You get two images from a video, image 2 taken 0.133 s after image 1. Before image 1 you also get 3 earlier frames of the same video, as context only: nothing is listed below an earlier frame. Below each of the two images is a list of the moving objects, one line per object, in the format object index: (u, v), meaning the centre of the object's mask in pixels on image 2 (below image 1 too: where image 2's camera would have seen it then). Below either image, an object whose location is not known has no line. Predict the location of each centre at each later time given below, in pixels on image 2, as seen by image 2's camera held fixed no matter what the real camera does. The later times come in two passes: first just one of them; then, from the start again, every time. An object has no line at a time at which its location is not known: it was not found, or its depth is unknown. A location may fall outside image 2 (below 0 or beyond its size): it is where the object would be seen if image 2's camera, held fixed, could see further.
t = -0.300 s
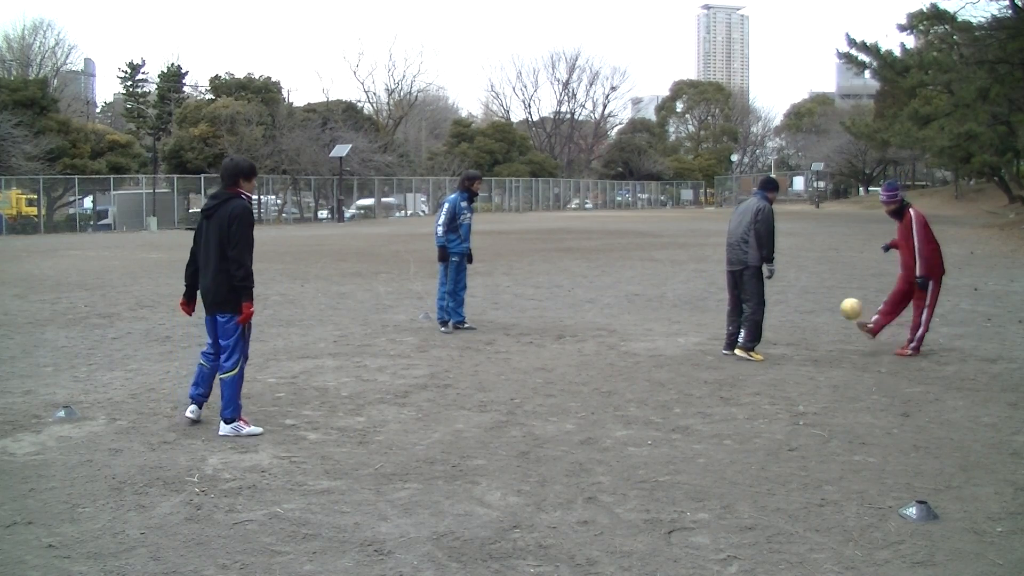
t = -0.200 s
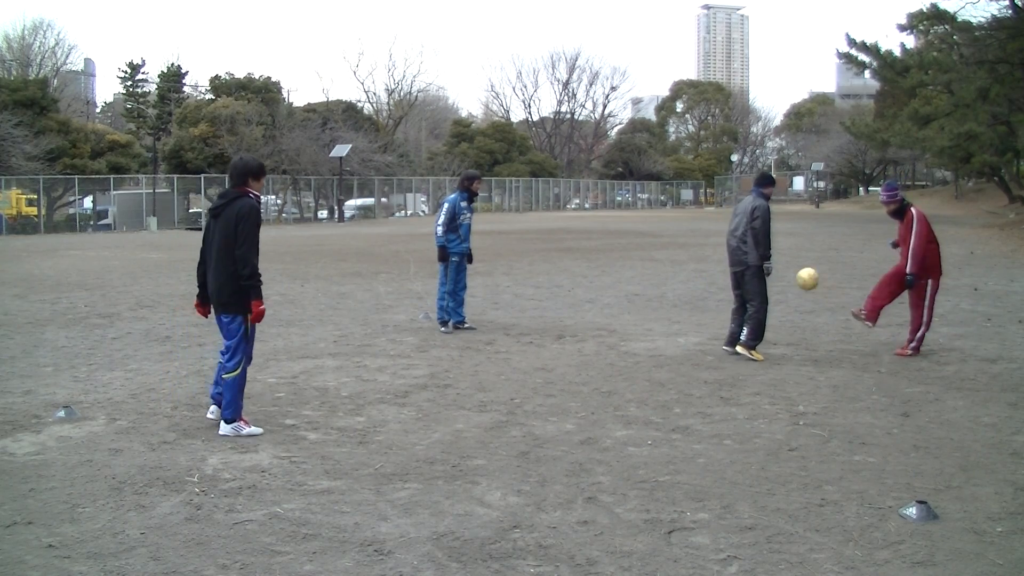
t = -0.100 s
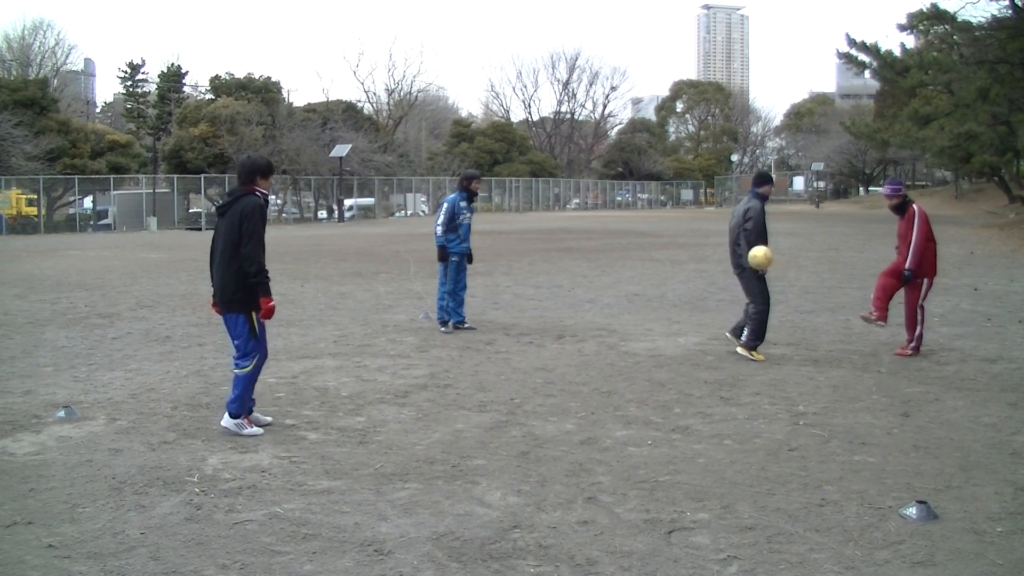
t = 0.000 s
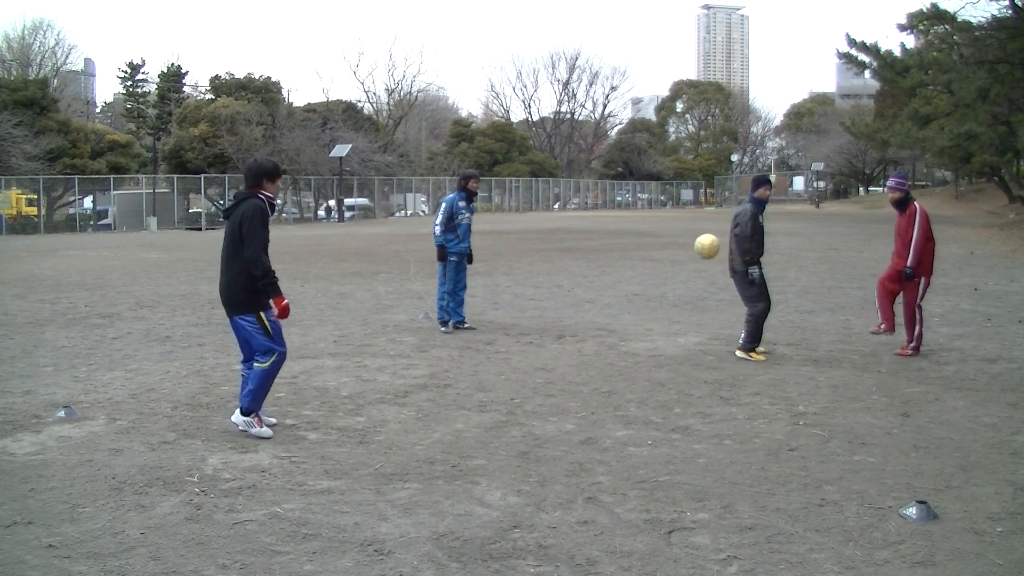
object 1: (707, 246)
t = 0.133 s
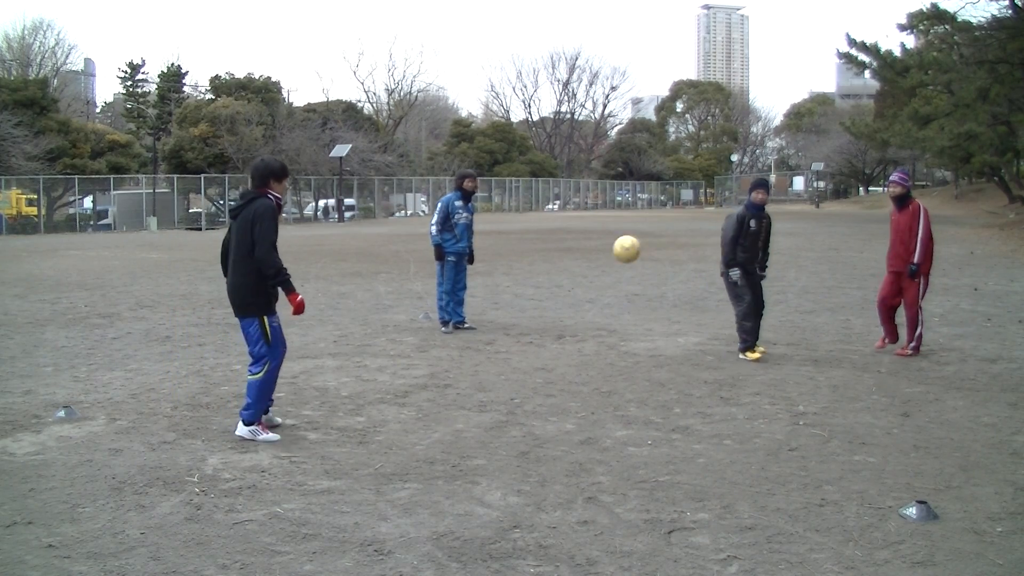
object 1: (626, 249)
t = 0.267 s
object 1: (534, 278)
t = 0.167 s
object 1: (605, 253)
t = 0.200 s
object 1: (582, 260)
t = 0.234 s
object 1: (558, 268)
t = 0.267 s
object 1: (534, 278)
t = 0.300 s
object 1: (508, 290)
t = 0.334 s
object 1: (481, 304)
